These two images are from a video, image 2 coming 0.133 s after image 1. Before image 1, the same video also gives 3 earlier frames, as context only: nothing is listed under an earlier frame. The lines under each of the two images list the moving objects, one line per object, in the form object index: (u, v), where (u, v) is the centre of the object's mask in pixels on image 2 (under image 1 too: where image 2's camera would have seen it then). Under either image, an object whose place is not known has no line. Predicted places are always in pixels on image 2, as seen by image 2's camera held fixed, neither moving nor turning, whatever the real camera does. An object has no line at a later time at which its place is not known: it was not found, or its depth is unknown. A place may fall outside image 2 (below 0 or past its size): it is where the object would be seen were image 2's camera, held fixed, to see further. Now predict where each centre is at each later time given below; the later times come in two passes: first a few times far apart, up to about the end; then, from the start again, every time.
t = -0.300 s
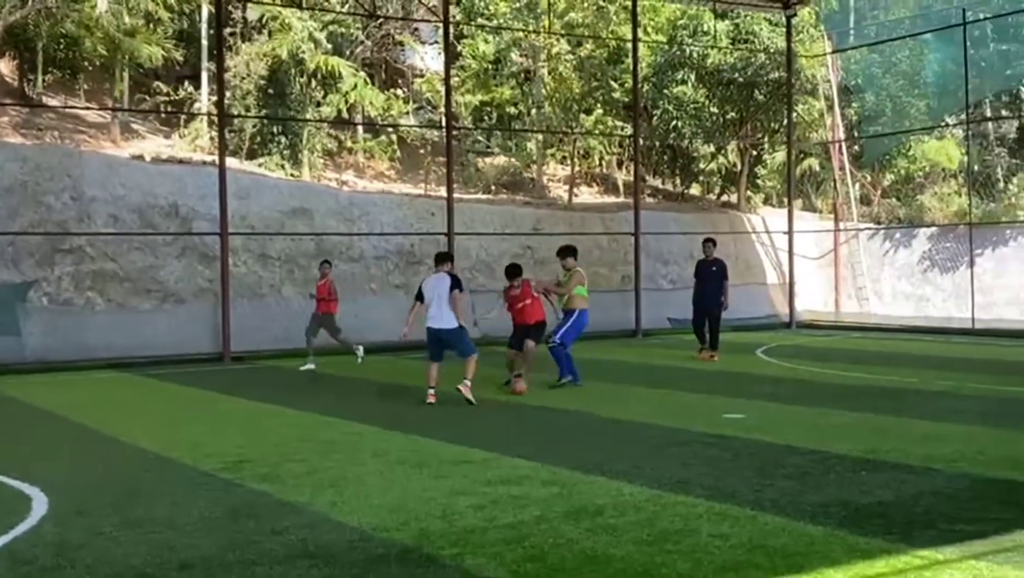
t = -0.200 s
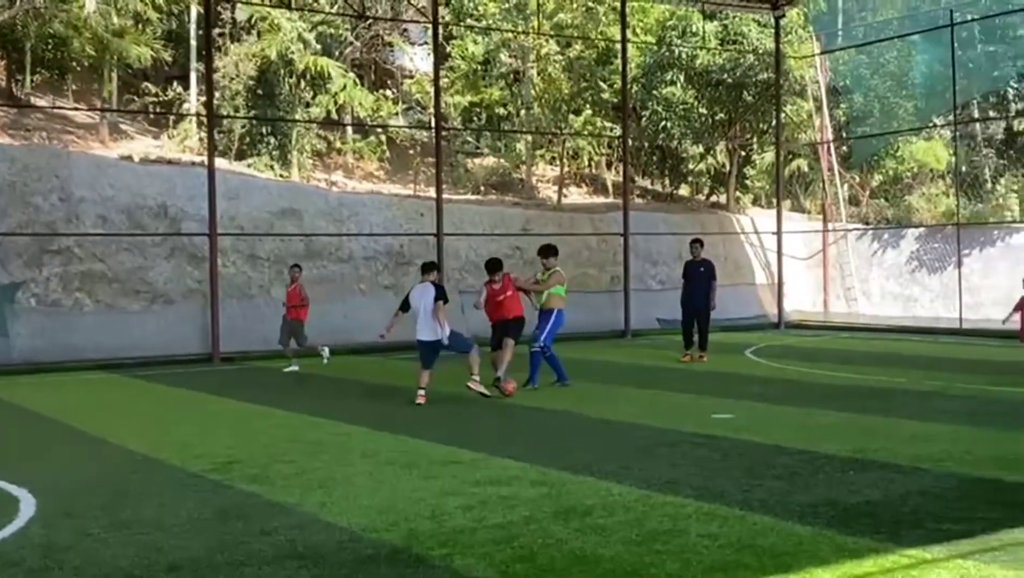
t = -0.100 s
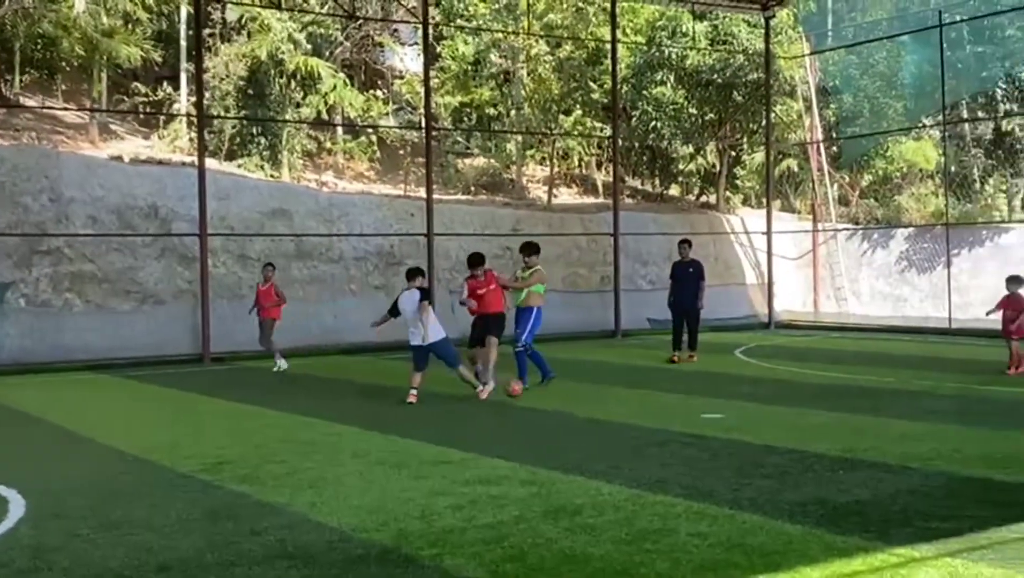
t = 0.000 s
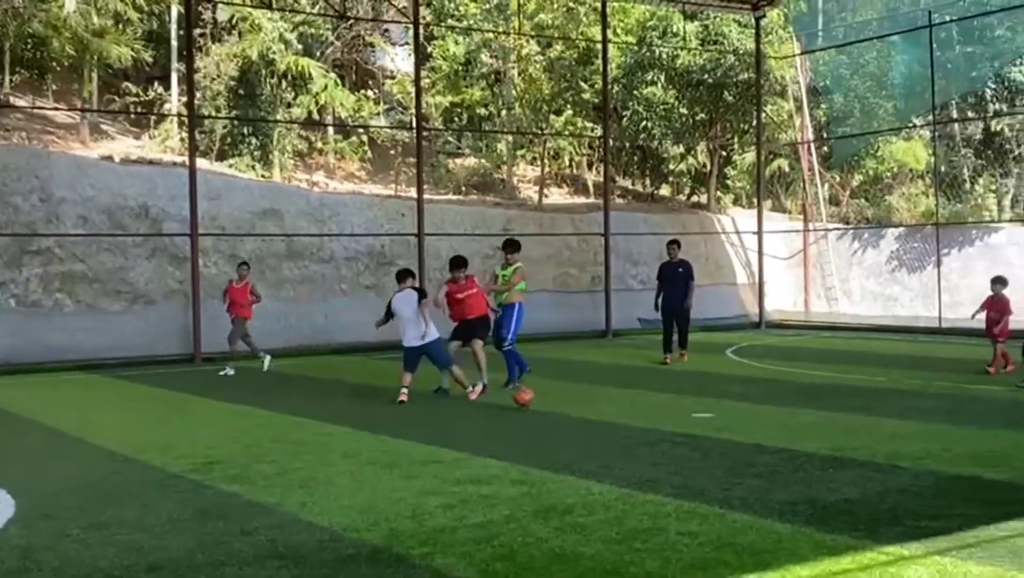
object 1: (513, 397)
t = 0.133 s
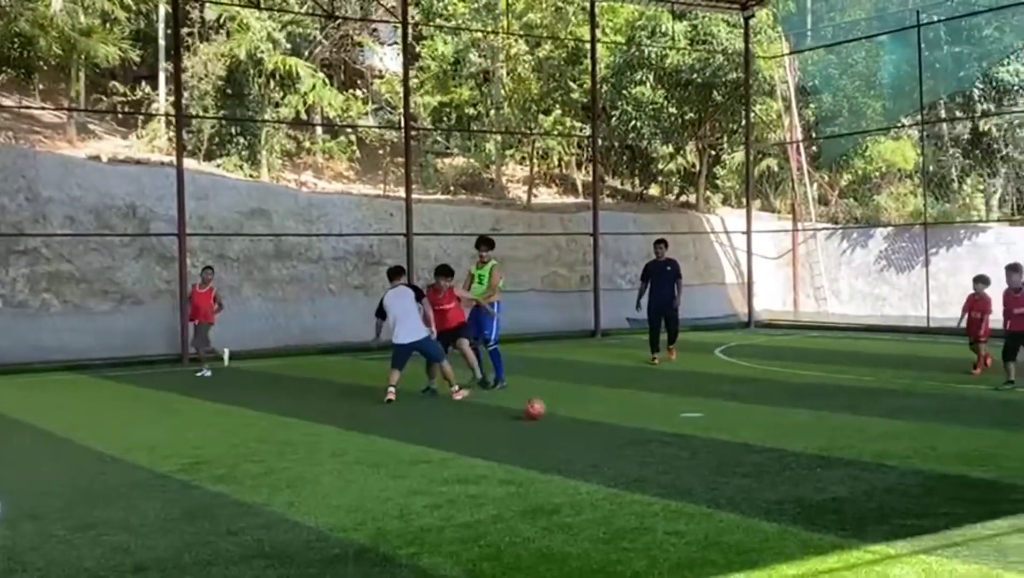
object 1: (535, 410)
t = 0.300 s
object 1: (560, 421)
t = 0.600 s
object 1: (609, 440)
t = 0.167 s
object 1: (540, 411)
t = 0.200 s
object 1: (545, 413)
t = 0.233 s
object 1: (551, 416)
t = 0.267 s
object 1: (556, 422)
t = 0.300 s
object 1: (560, 421)
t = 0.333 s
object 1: (566, 419)
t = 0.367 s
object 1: (570, 420)
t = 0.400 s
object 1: (575, 422)
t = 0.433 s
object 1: (579, 425)
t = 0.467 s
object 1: (586, 431)
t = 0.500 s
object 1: (590, 435)
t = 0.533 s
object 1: (597, 436)
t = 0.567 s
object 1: (603, 438)
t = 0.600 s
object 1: (609, 440)
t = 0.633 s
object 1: (614, 443)
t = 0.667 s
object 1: (622, 446)
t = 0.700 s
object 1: (629, 448)
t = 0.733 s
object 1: (635, 449)
